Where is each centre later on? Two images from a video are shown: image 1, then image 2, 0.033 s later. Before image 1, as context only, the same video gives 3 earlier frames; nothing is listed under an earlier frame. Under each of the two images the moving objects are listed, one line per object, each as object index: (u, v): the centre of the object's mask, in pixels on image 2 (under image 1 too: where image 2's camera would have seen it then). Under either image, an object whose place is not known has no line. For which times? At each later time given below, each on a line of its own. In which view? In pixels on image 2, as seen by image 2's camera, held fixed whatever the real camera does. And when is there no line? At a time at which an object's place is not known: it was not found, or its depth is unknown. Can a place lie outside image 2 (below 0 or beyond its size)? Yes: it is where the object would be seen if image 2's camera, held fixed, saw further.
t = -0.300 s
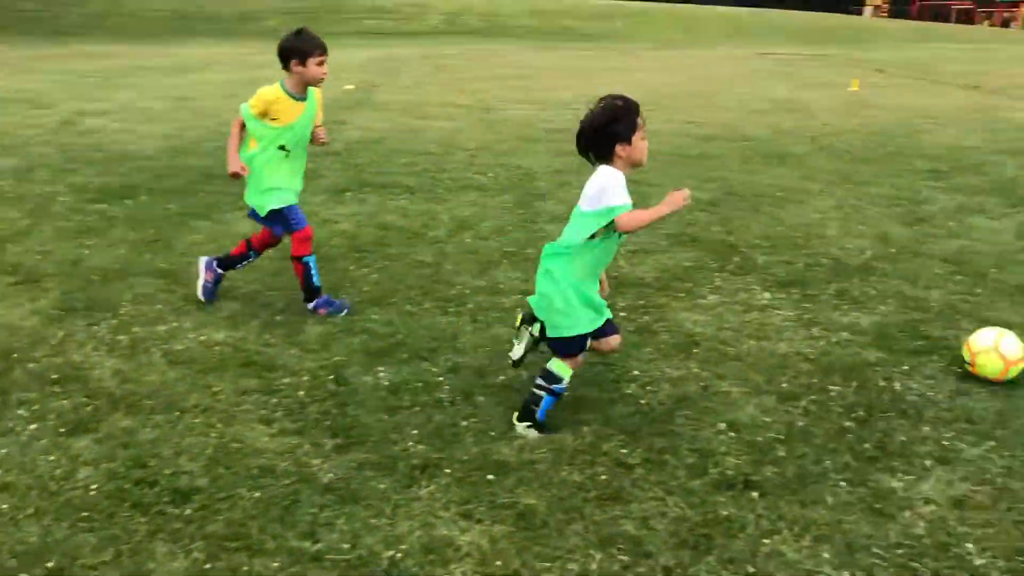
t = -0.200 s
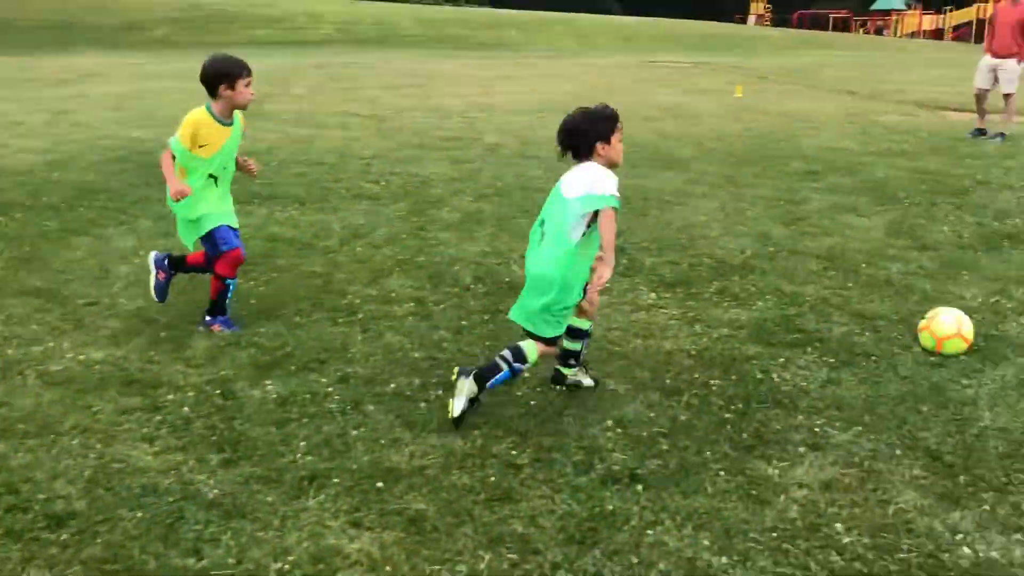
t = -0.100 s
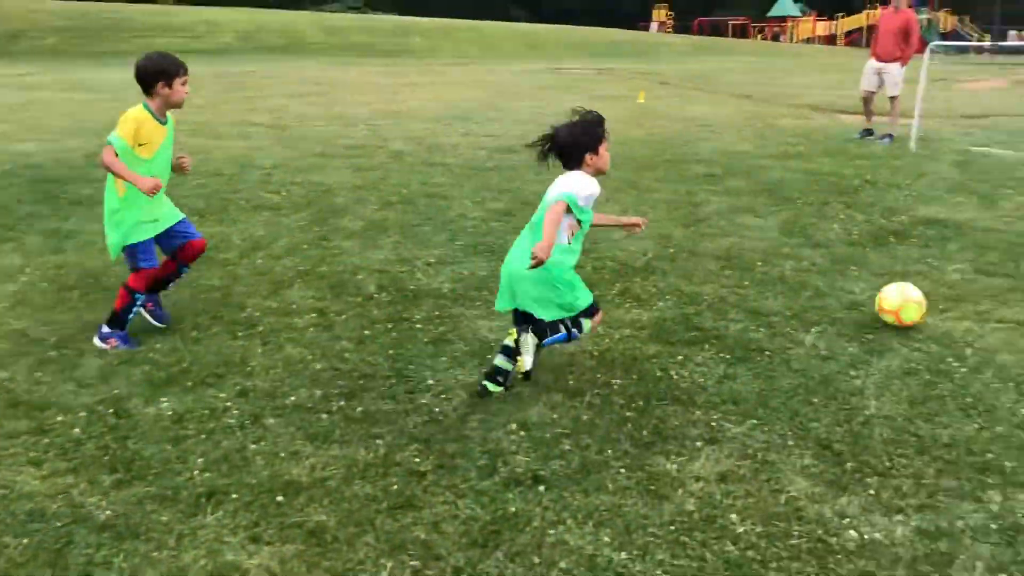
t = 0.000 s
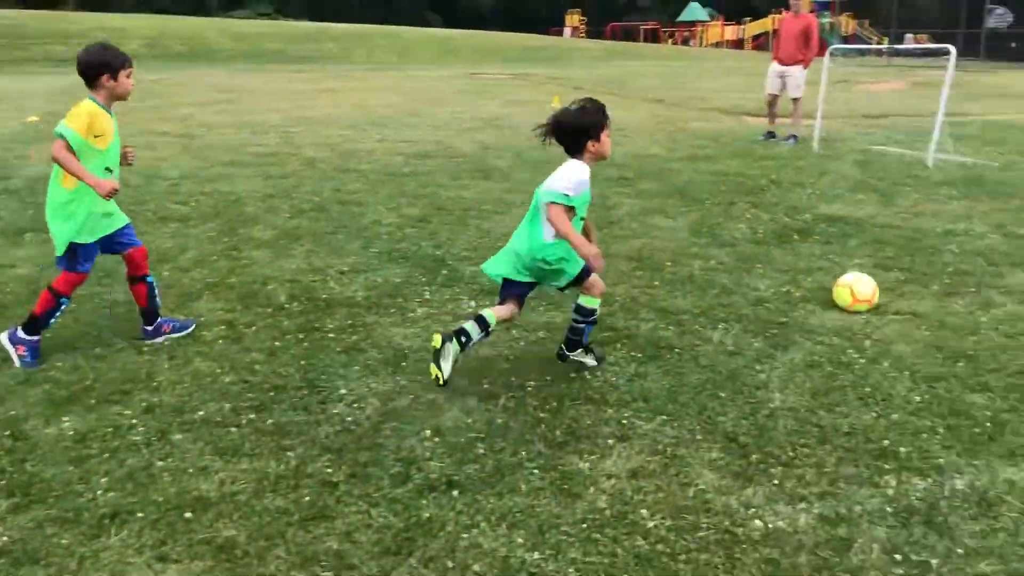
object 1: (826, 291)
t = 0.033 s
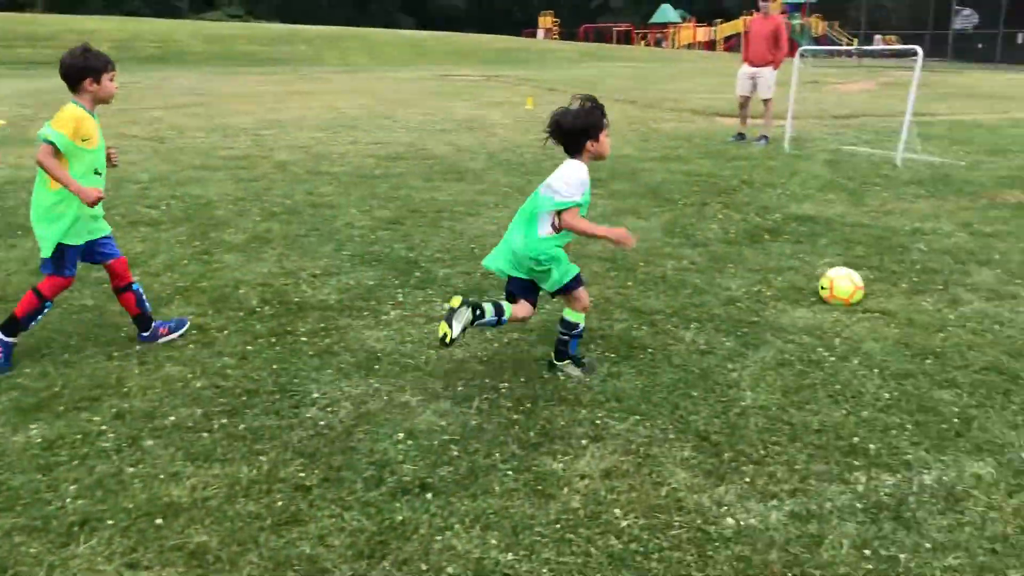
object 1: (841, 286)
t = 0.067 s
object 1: (855, 280)
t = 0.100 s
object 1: (868, 273)
